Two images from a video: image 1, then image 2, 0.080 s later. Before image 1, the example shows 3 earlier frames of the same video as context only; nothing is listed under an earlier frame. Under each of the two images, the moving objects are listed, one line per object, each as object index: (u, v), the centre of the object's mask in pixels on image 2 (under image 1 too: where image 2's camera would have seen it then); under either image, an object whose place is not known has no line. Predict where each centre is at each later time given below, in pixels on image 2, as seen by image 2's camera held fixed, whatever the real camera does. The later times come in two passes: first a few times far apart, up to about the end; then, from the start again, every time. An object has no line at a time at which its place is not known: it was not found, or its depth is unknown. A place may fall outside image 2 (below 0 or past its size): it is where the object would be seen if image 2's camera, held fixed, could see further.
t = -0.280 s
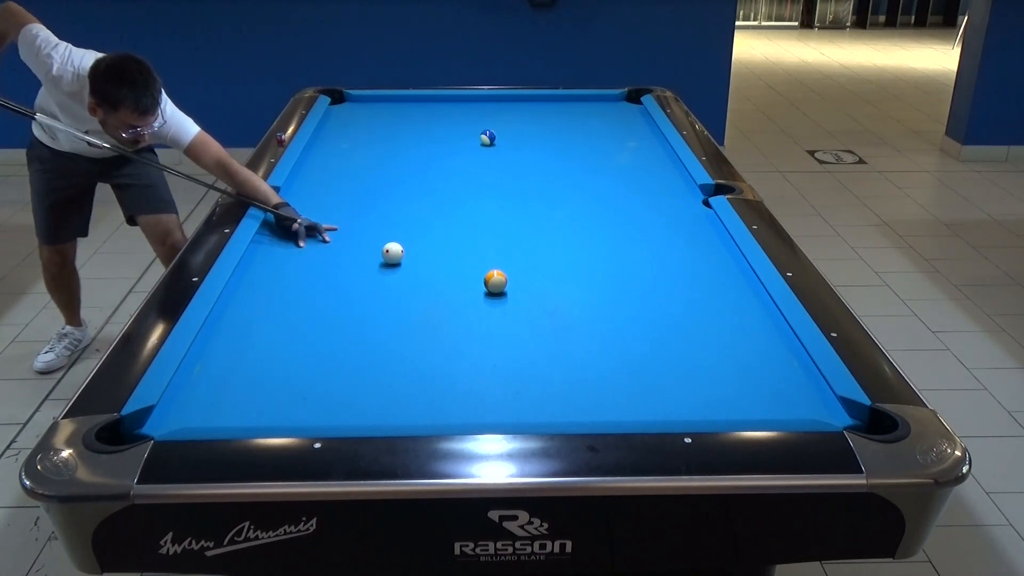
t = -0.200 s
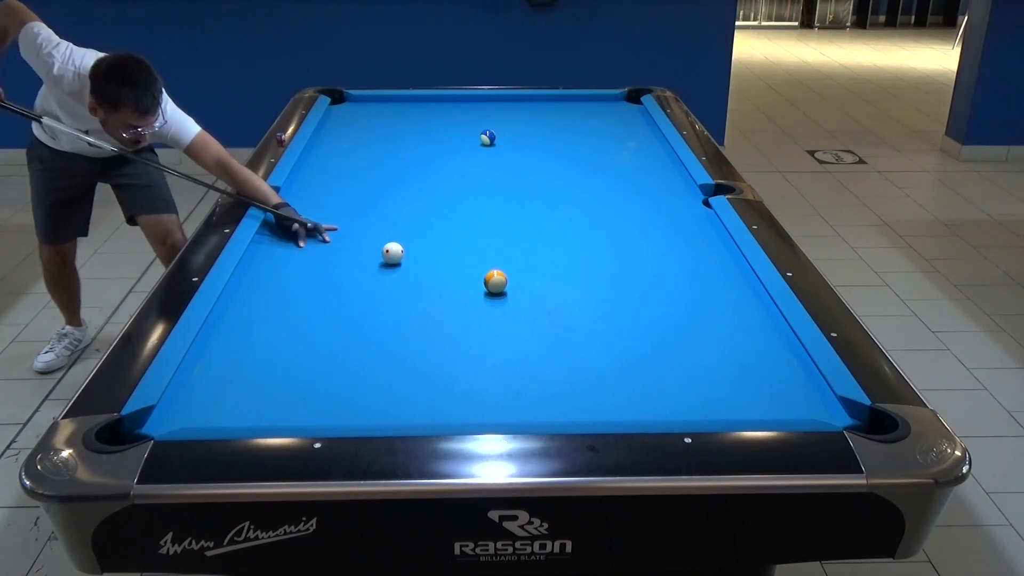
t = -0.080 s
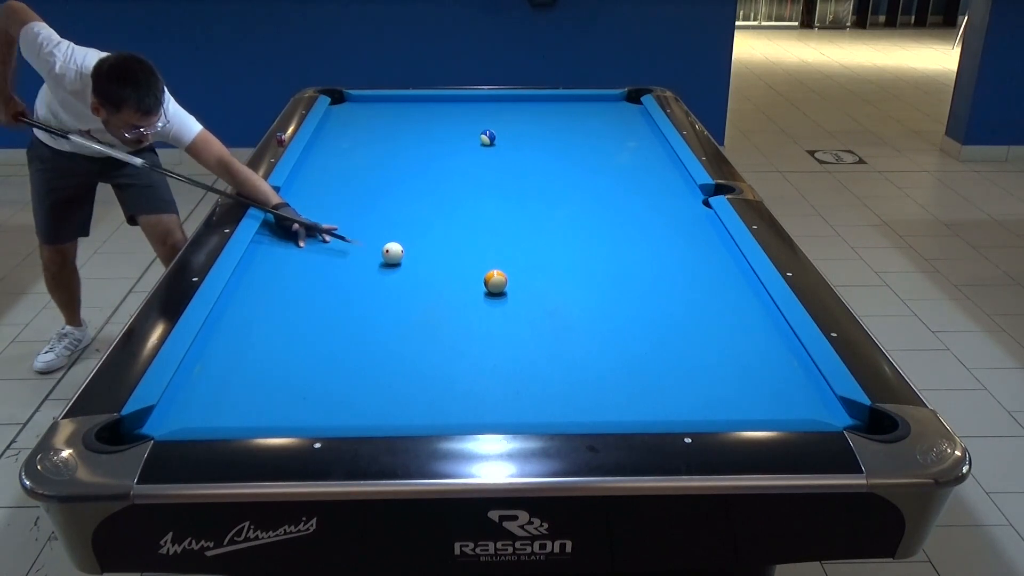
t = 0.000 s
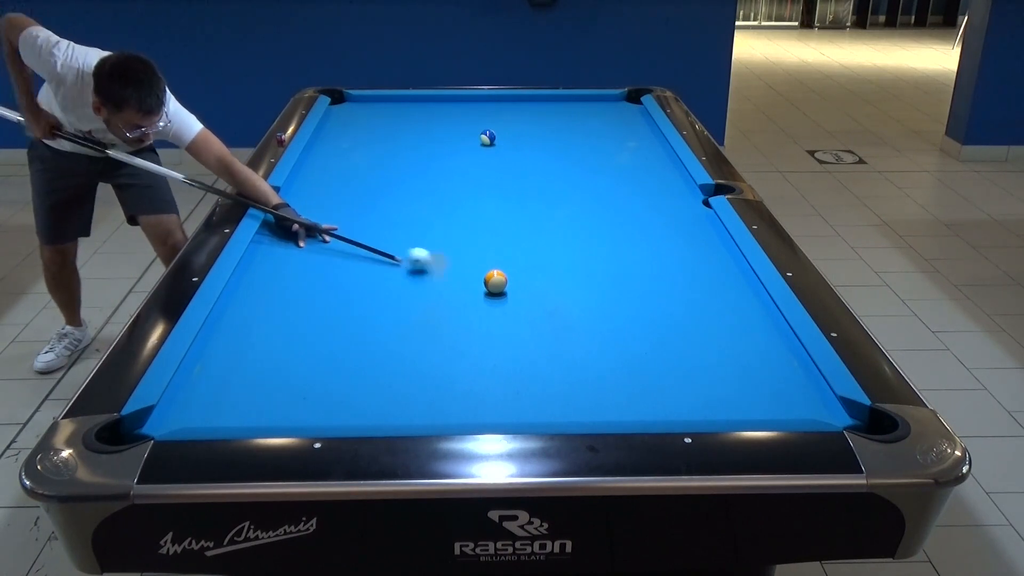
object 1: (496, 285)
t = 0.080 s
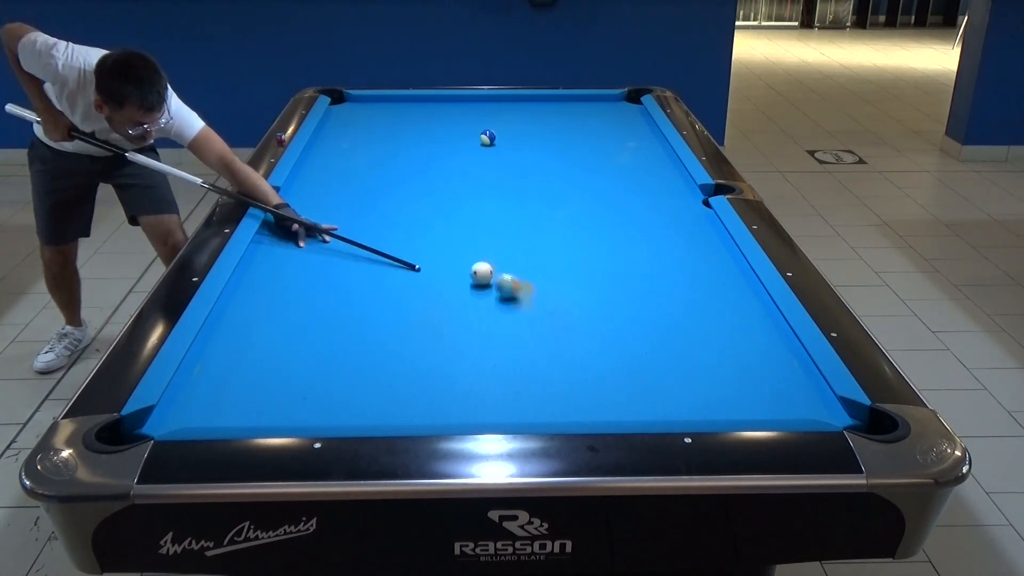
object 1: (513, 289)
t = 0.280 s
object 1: (677, 357)
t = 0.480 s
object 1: (850, 421)
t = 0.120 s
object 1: (544, 303)
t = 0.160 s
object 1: (577, 316)
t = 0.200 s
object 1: (610, 330)
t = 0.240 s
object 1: (643, 343)
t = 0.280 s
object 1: (677, 357)
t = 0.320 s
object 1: (711, 372)
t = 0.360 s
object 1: (744, 386)
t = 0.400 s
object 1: (780, 400)
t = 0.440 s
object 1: (817, 409)
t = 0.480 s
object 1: (850, 421)
